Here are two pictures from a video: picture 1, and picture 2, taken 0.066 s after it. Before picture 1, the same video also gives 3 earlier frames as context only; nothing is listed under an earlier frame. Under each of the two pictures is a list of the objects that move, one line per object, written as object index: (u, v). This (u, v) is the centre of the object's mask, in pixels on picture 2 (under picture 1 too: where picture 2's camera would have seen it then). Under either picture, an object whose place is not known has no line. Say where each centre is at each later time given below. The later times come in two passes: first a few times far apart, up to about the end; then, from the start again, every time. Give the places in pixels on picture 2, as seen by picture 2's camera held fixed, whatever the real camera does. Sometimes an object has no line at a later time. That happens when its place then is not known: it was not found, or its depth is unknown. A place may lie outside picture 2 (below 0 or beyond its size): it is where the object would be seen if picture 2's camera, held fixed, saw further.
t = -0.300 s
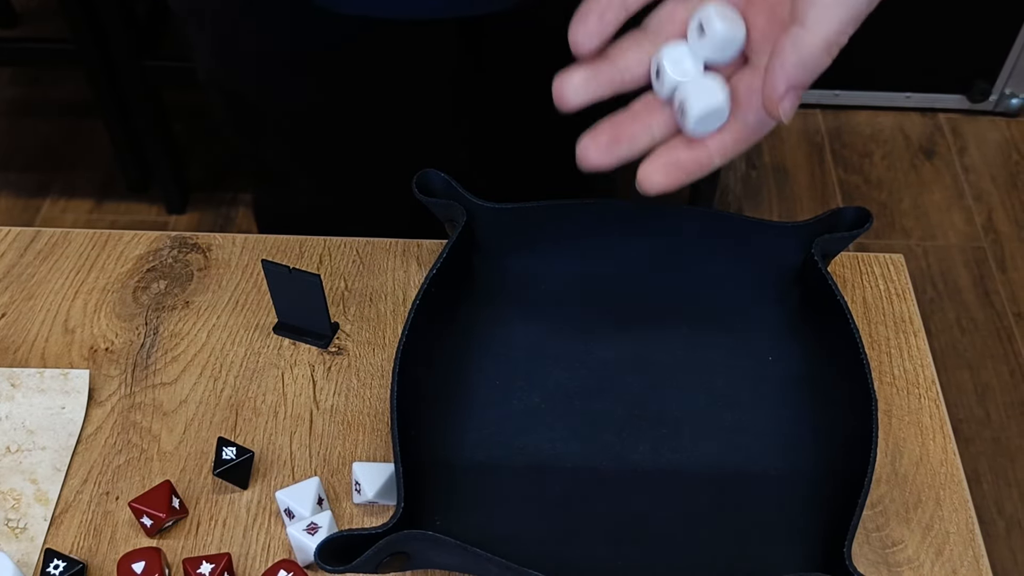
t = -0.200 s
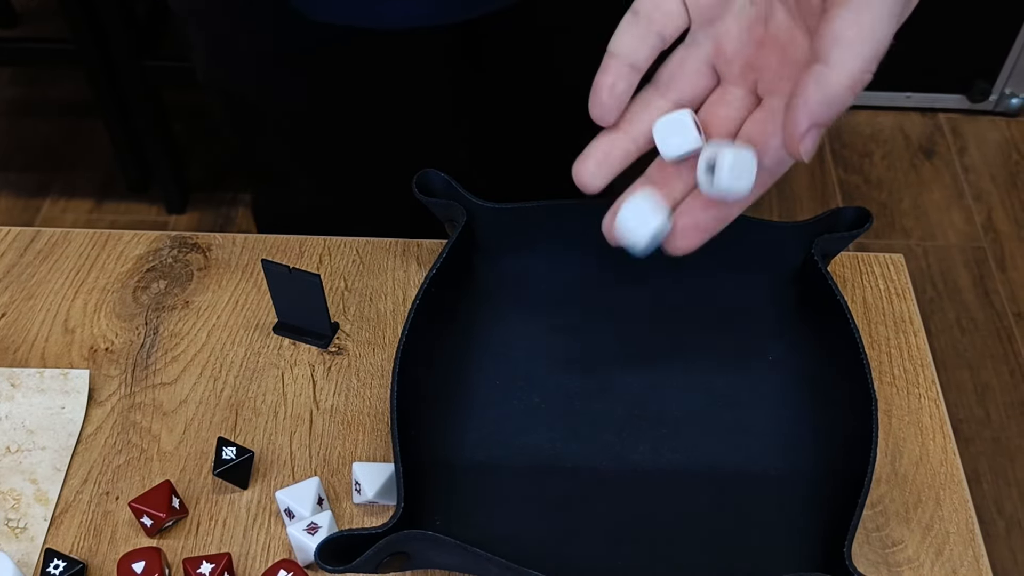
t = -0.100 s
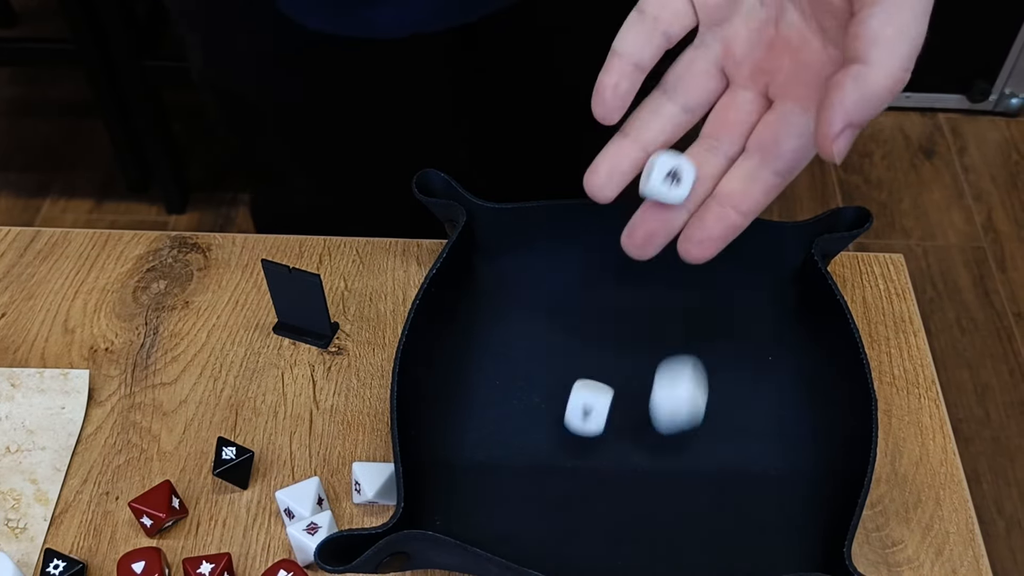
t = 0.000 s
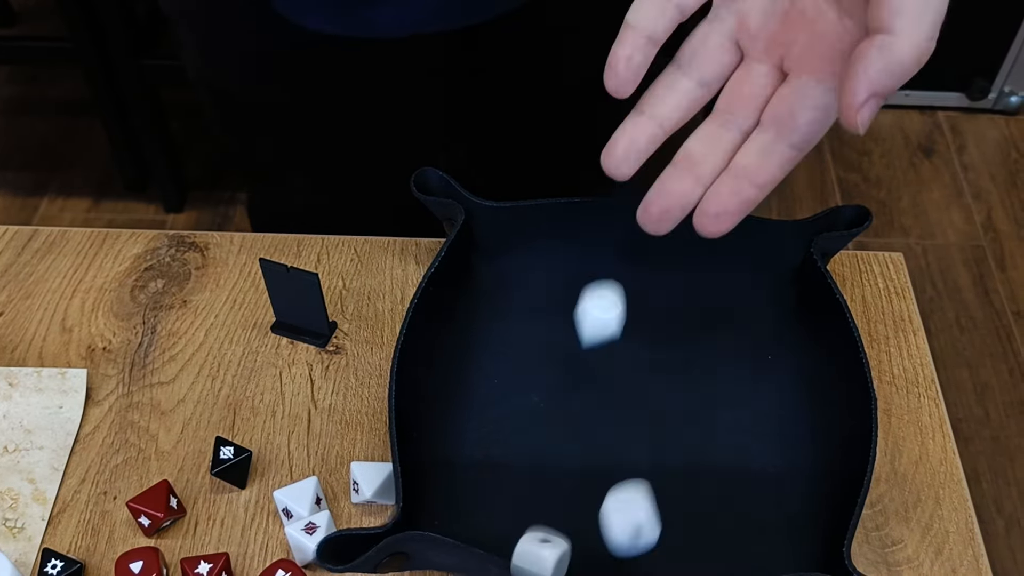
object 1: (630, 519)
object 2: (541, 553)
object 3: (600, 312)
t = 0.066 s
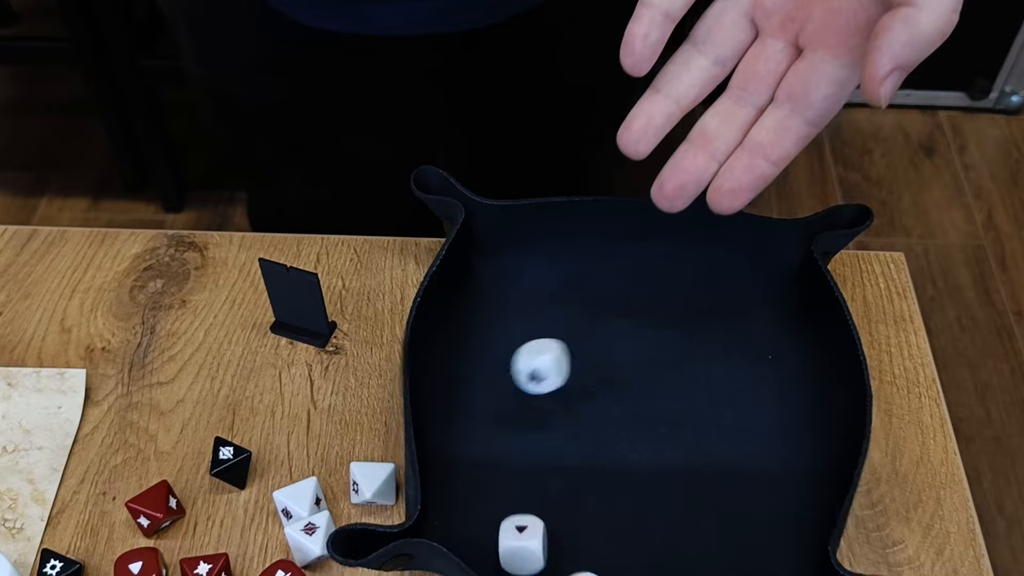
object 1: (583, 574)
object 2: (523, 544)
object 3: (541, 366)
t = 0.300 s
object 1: (566, 456)
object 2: (516, 520)
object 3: (469, 532)
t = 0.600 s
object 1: (526, 433)
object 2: (526, 519)
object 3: (473, 507)
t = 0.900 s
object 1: (526, 433)
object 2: (526, 519)
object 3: (473, 507)
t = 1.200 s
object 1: (526, 433)
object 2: (526, 519)
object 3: (473, 507)
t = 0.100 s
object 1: (583, 563)
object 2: (519, 535)
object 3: (507, 386)
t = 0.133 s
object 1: (585, 546)
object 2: (515, 525)
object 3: (471, 420)
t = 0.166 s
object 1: (586, 525)
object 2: (514, 522)
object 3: (442, 463)
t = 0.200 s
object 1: (585, 498)
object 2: (514, 521)
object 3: (437, 487)
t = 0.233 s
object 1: (582, 481)
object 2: (514, 520)
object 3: (450, 512)
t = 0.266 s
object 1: (575, 469)
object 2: (514, 520)
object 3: (460, 526)
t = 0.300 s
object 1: (566, 456)
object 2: (516, 520)
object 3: (469, 532)
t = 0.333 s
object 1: (557, 447)
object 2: (521, 520)
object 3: (470, 529)
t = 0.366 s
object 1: (544, 441)
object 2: (522, 520)
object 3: (469, 526)
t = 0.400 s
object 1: (533, 437)
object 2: (522, 520)
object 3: (467, 526)
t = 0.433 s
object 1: (526, 436)
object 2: (523, 520)
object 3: (468, 521)
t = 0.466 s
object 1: (525, 434)
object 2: (523, 520)
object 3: (472, 514)
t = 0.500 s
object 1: (526, 433)
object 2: (526, 519)
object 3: (473, 508)
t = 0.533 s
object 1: (526, 433)
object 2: (526, 519)
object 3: (473, 507)
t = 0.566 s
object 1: (526, 433)
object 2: (526, 519)
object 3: (473, 507)
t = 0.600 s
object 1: (526, 433)
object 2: (526, 519)
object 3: (473, 507)
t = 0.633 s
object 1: (526, 433)
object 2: (526, 519)
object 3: (473, 507)
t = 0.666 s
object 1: (526, 433)
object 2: (526, 519)
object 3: (473, 507)
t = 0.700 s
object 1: (526, 433)
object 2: (526, 519)
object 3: (473, 507)
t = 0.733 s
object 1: (526, 433)
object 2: (526, 519)
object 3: (473, 507)
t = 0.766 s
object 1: (526, 433)
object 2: (526, 519)
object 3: (473, 507)
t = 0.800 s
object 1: (526, 433)
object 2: (526, 519)
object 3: (473, 507)
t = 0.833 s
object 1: (526, 433)
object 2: (526, 519)
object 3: (473, 507)
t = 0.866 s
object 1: (526, 433)
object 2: (526, 519)
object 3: (473, 507)
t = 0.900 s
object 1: (526, 433)
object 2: (526, 519)
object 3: (473, 507)
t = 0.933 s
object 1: (526, 433)
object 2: (526, 519)
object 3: (473, 507)
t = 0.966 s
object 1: (526, 433)
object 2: (526, 519)
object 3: (473, 507)
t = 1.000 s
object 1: (526, 433)
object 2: (526, 519)
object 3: (473, 507)
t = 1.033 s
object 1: (526, 433)
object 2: (526, 519)
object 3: (473, 507)
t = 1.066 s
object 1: (526, 433)
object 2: (526, 519)
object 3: (473, 507)
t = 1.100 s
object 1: (526, 433)
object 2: (526, 519)
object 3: (473, 507)
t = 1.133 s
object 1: (526, 433)
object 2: (526, 519)
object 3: (473, 507)
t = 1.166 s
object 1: (526, 433)
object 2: (526, 519)
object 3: (473, 507)
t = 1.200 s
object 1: (526, 433)
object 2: (526, 519)
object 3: (473, 507)
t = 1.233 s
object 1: (526, 433)
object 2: (526, 519)
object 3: (473, 507)
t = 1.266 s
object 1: (526, 433)
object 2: (526, 519)
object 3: (473, 507)
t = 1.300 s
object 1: (526, 433)
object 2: (526, 519)
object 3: (473, 507)
